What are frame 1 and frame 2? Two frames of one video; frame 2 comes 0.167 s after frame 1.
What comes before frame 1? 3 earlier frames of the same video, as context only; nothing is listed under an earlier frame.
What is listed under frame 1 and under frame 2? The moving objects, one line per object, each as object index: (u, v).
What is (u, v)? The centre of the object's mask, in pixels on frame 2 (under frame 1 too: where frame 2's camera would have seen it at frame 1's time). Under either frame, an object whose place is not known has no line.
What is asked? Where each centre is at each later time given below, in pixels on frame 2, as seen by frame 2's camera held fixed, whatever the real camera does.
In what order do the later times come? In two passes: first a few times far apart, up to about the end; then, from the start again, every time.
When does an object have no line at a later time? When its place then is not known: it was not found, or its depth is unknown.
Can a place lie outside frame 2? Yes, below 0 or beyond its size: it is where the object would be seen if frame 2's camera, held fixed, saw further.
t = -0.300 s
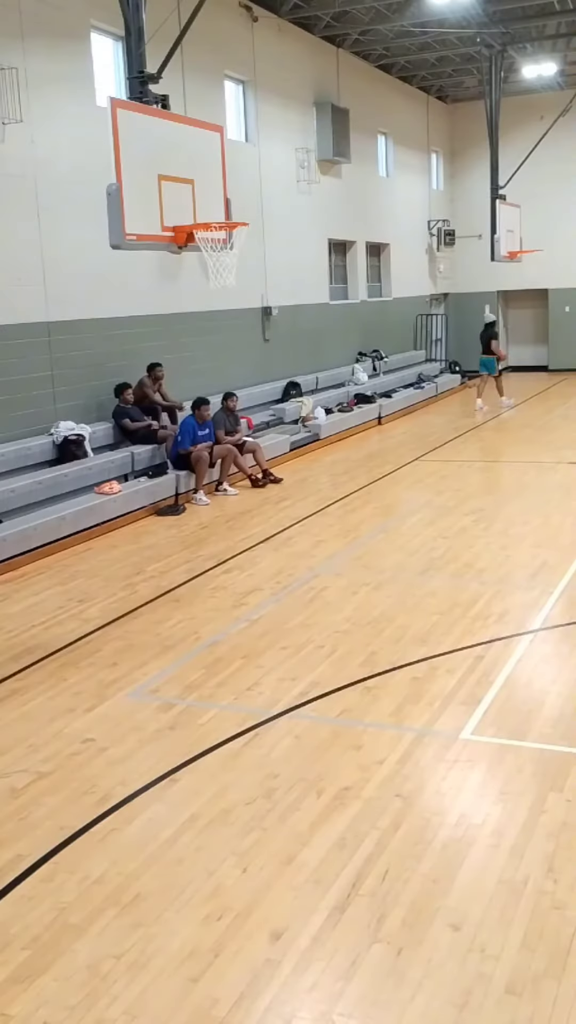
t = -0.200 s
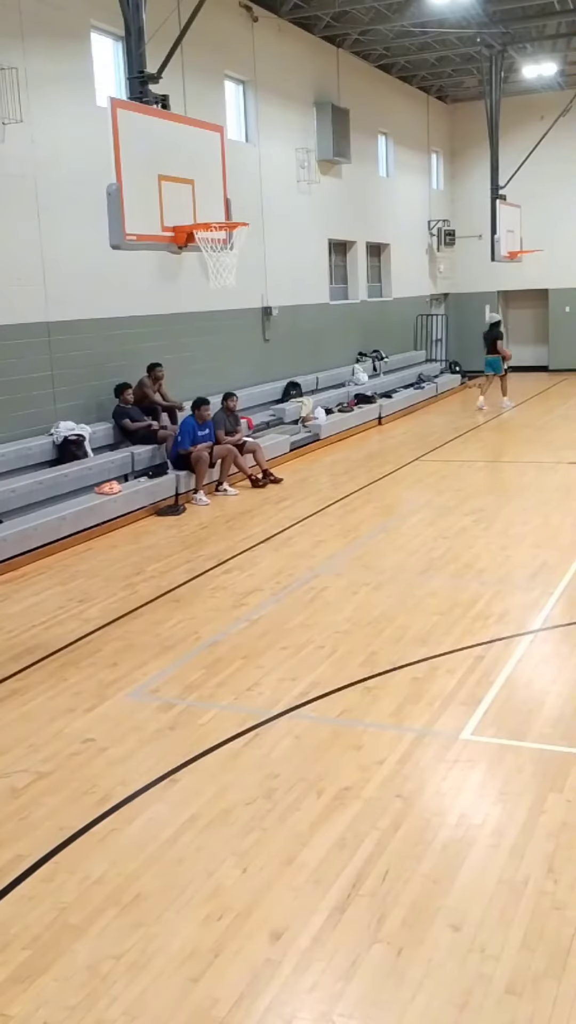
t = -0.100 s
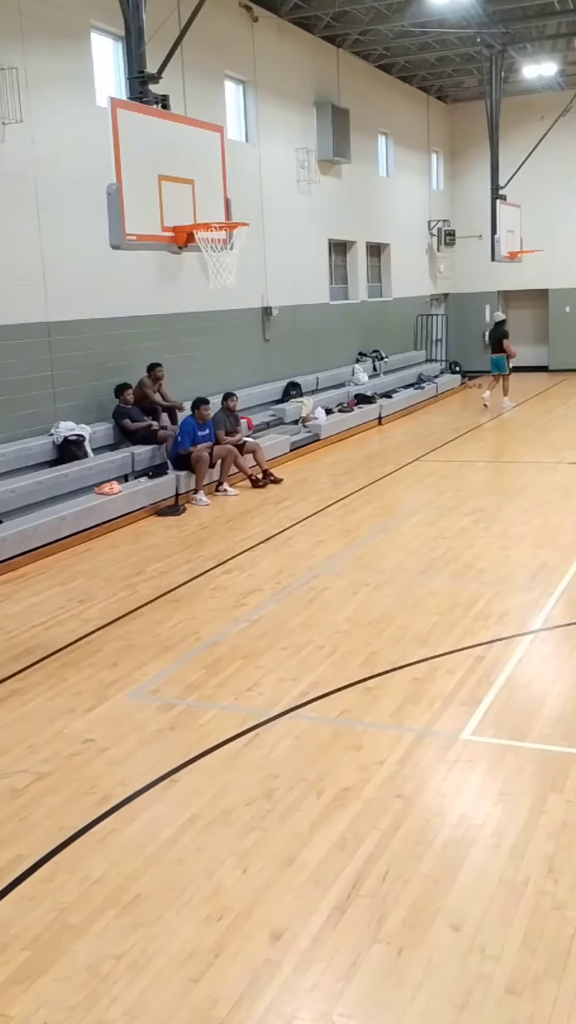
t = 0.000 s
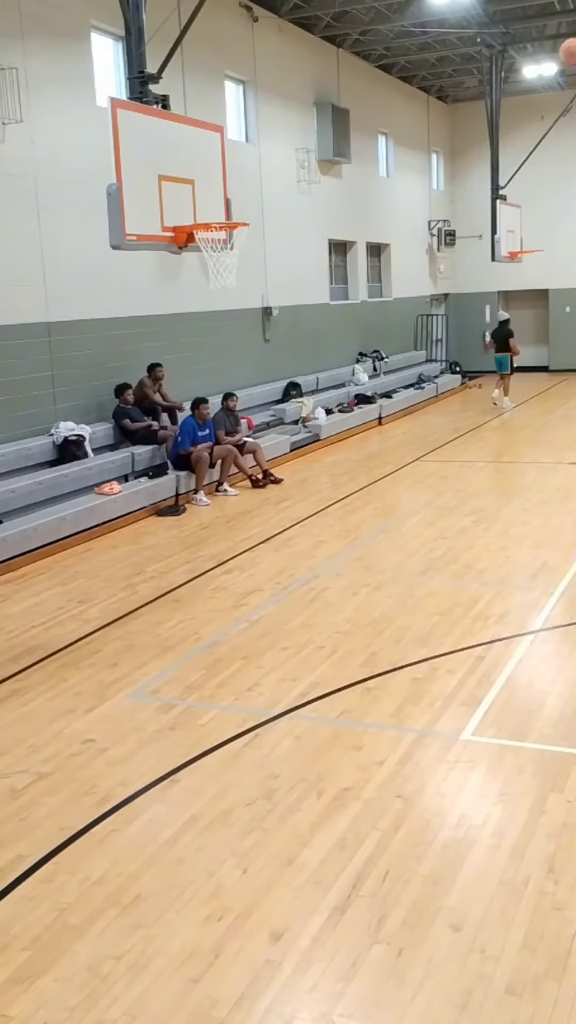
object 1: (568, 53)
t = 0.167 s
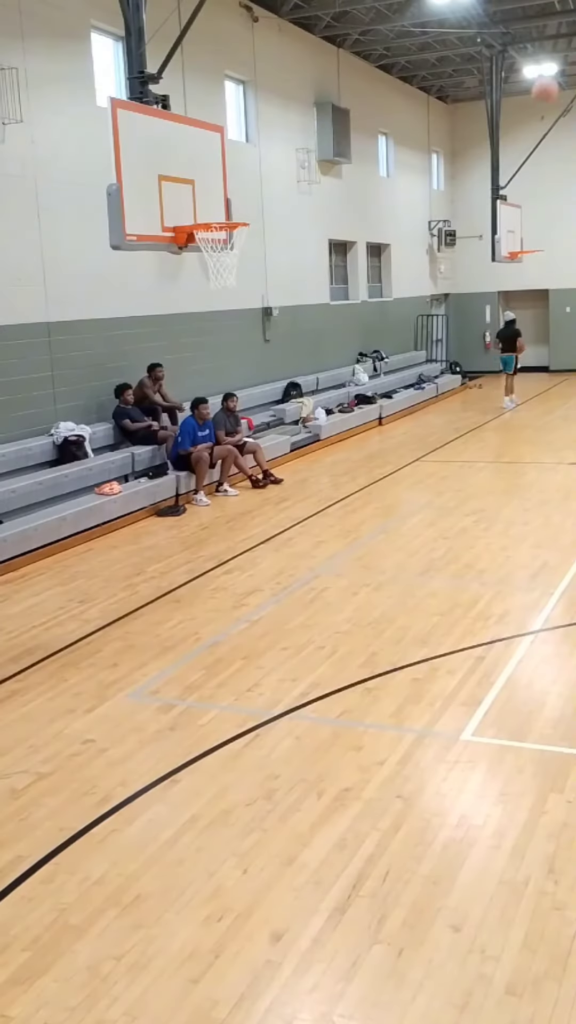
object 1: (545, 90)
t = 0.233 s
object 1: (533, 114)
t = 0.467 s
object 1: (493, 238)
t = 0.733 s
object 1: (450, 451)
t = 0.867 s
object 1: (433, 524)
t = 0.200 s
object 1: (539, 102)
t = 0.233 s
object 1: (533, 114)
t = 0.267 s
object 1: (528, 128)
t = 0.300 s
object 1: (522, 144)
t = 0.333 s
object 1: (517, 161)
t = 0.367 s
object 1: (510, 178)
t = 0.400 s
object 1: (505, 196)
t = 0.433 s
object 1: (499, 217)
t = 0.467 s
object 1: (493, 238)
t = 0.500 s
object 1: (488, 261)
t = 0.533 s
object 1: (483, 285)
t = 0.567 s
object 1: (478, 309)
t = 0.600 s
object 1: (472, 334)
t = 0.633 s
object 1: (467, 361)
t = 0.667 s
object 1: (461, 389)
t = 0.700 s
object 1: (455, 422)
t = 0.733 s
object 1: (450, 451)
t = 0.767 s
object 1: (445, 483)
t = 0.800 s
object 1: (440, 515)
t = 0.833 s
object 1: (436, 545)
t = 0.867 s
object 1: (433, 524)
